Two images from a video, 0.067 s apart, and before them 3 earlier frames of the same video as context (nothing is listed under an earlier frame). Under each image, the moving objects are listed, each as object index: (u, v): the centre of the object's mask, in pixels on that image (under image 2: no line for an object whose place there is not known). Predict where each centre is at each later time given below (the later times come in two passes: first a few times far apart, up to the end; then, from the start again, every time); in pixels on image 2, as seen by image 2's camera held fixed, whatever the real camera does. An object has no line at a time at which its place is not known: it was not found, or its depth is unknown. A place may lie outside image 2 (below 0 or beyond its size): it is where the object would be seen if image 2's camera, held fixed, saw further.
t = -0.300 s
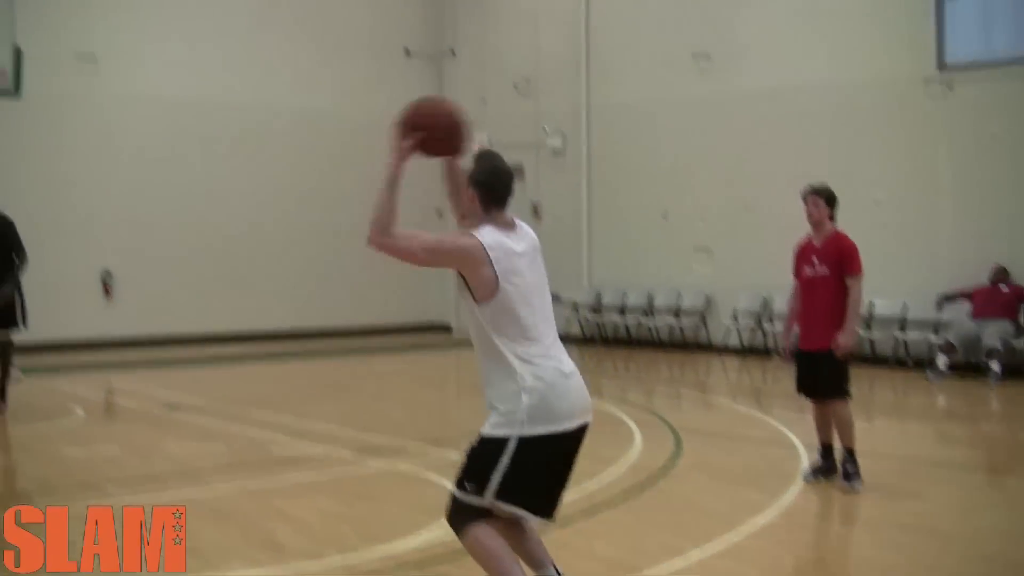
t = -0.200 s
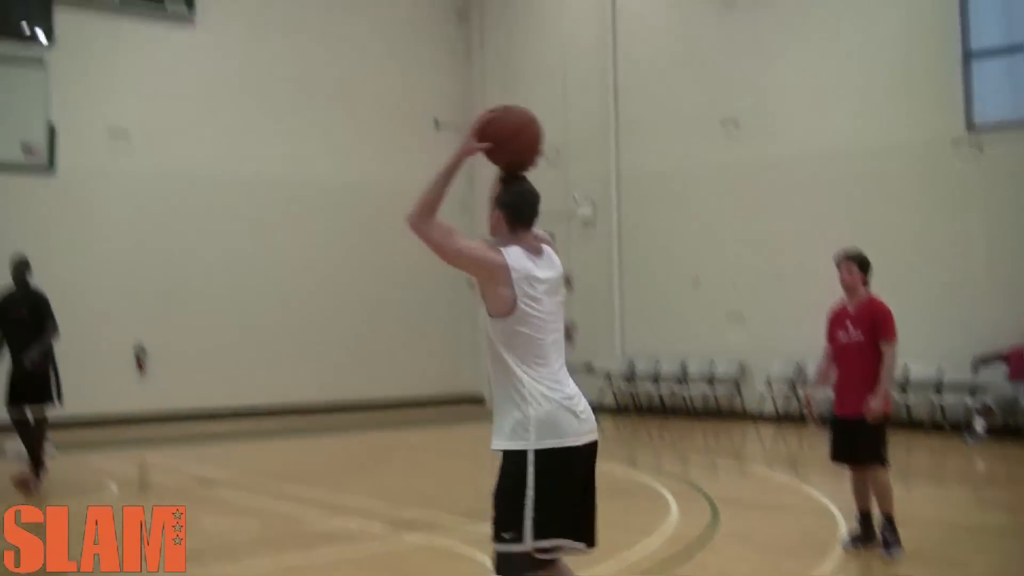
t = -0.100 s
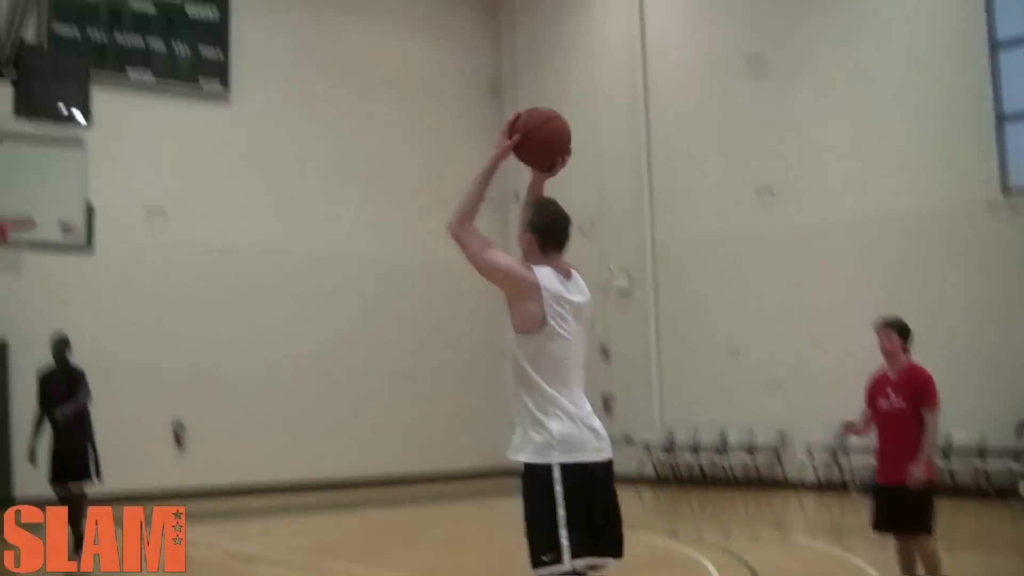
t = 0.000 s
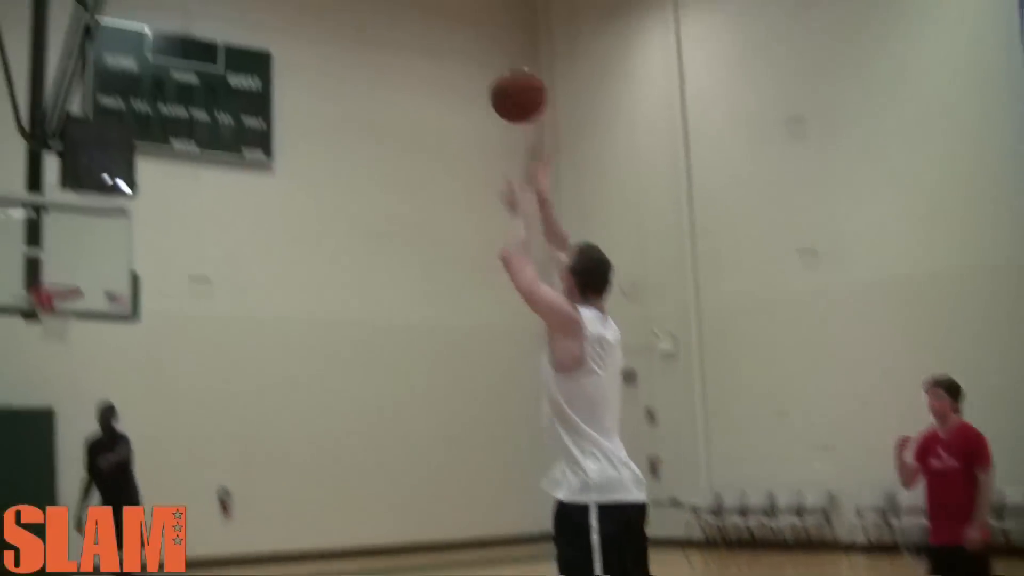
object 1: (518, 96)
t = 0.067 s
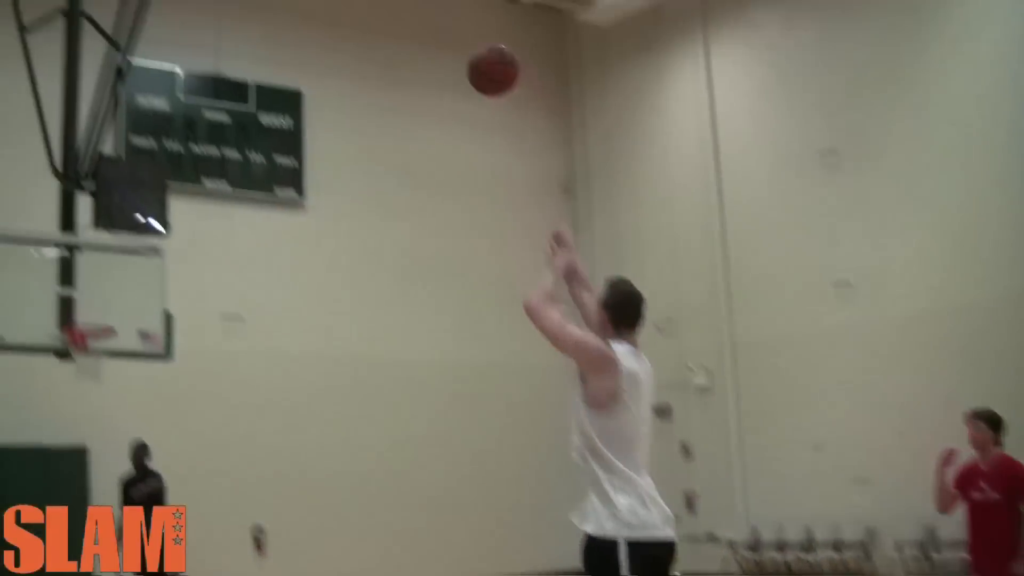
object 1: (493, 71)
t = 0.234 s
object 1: (386, -16)
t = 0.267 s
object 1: (369, -24)
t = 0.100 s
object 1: (469, 47)
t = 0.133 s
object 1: (446, 27)
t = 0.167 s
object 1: (425, 11)
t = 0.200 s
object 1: (405, -4)
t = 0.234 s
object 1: (386, -16)
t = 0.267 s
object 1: (369, -24)
